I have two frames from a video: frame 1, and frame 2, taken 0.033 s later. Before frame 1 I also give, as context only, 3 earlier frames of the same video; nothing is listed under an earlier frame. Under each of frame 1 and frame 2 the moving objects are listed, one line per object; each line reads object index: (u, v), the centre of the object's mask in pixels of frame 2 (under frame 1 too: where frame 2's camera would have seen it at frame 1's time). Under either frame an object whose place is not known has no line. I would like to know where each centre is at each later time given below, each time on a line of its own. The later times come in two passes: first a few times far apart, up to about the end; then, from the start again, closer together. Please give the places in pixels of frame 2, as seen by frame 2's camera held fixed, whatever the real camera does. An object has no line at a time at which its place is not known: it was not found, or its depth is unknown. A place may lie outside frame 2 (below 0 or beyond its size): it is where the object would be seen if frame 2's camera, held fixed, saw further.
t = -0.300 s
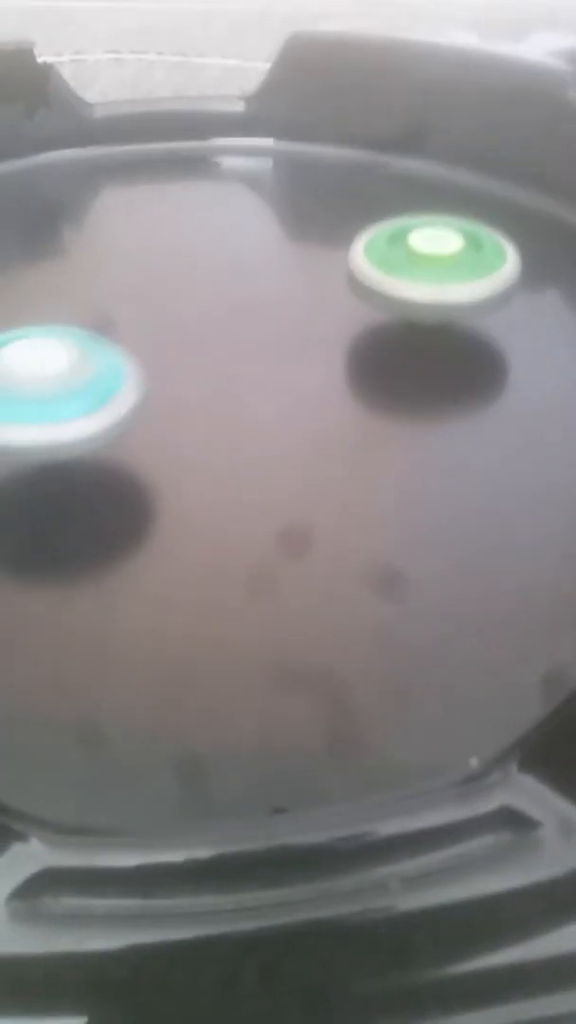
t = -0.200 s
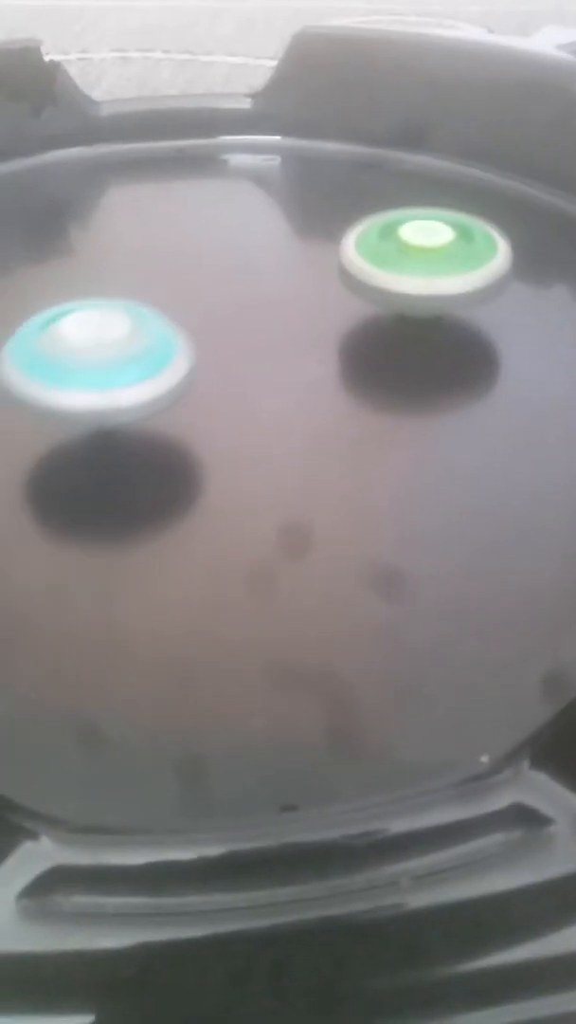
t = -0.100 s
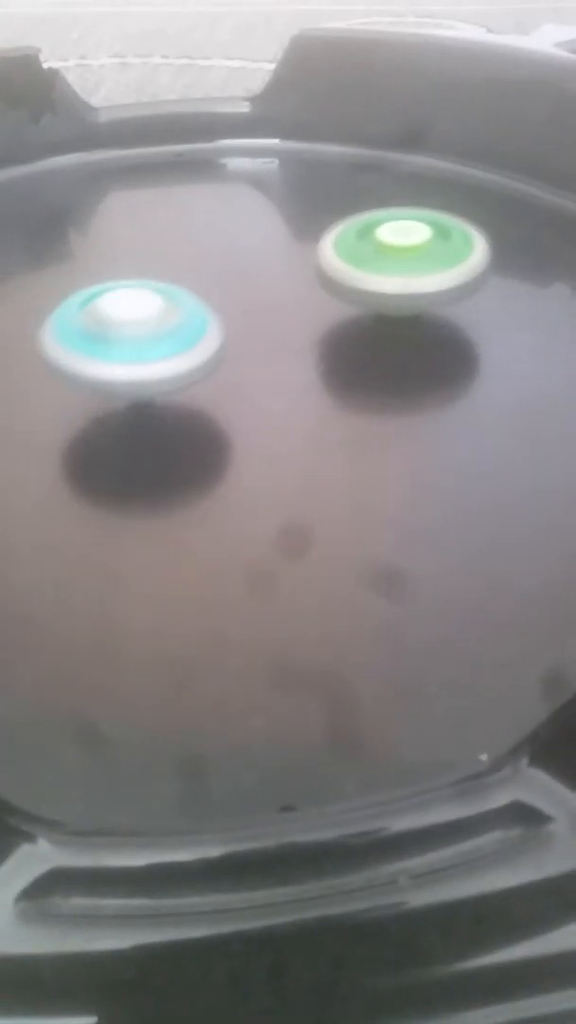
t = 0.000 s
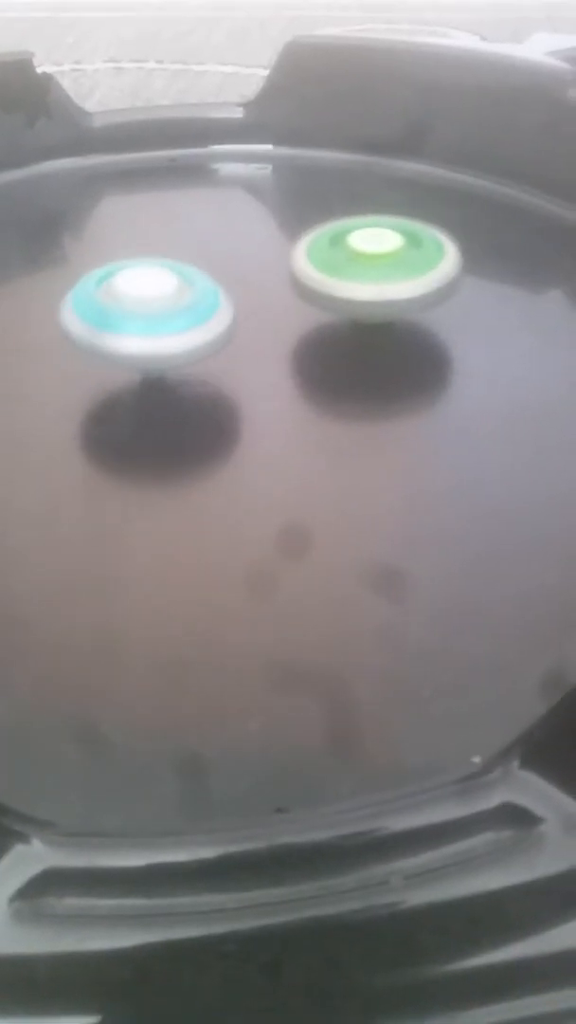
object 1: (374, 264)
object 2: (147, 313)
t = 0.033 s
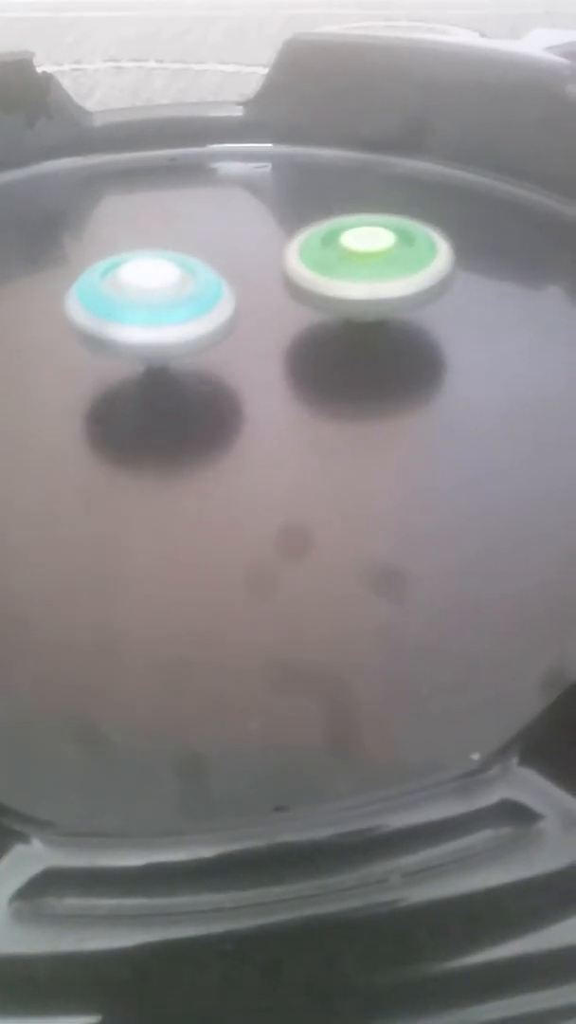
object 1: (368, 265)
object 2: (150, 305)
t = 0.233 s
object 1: (320, 275)
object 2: (148, 253)
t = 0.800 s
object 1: (252, 350)
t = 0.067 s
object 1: (361, 267)
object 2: (152, 296)
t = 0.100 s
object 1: (353, 269)
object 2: (152, 289)
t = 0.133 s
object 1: (345, 270)
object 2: (151, 280)
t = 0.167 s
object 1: (338, 271)
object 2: (150, 271)
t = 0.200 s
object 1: (330, 274)
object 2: (149, 262)
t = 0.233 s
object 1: (320, 275)
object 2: (148, 253)
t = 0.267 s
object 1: (310, 278)
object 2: (146, 245)
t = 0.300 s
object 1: (302, 281)
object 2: (144, 239)
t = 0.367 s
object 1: (284, 289)
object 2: (136, 228)
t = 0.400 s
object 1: (275, 293)
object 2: (133, 222)
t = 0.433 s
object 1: (267, 298)
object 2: (131, 216)
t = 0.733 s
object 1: (247, 341)
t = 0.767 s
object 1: (248, 341)
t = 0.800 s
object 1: (252, 350)
